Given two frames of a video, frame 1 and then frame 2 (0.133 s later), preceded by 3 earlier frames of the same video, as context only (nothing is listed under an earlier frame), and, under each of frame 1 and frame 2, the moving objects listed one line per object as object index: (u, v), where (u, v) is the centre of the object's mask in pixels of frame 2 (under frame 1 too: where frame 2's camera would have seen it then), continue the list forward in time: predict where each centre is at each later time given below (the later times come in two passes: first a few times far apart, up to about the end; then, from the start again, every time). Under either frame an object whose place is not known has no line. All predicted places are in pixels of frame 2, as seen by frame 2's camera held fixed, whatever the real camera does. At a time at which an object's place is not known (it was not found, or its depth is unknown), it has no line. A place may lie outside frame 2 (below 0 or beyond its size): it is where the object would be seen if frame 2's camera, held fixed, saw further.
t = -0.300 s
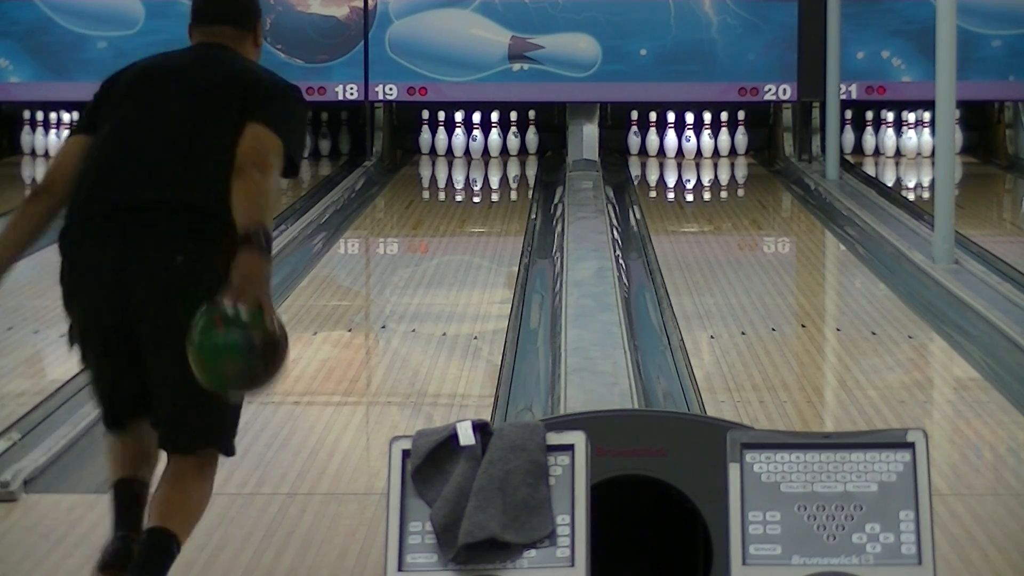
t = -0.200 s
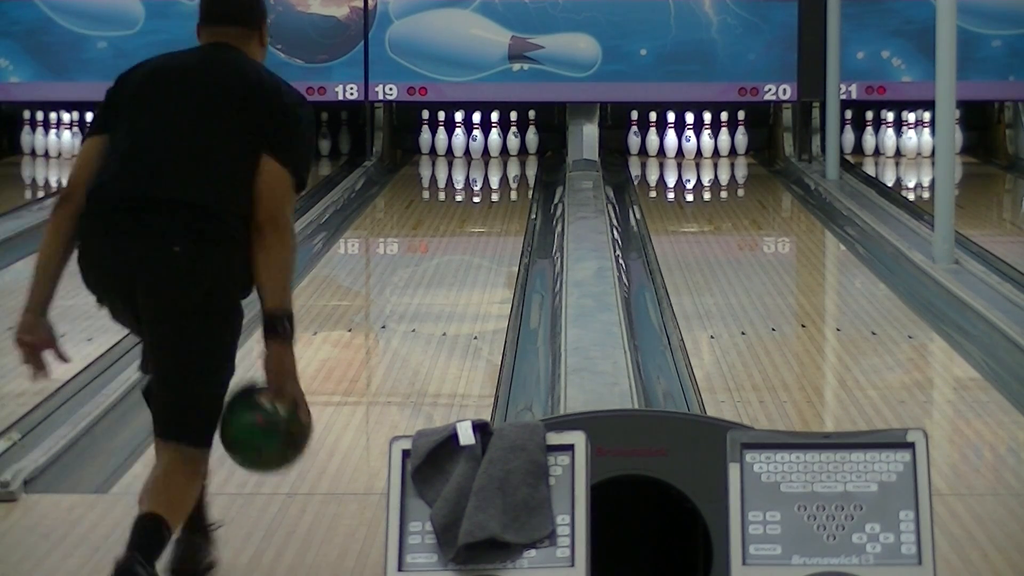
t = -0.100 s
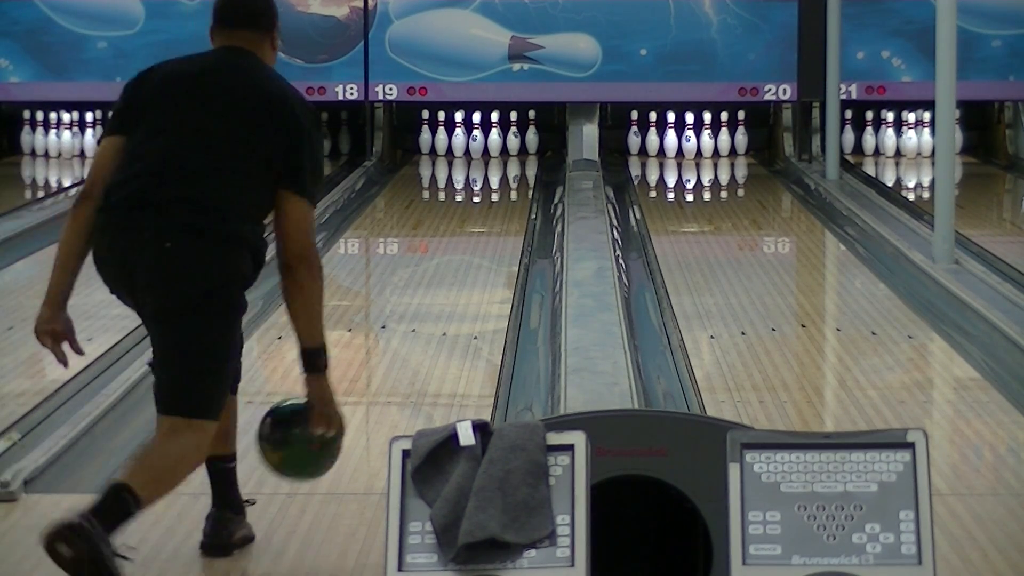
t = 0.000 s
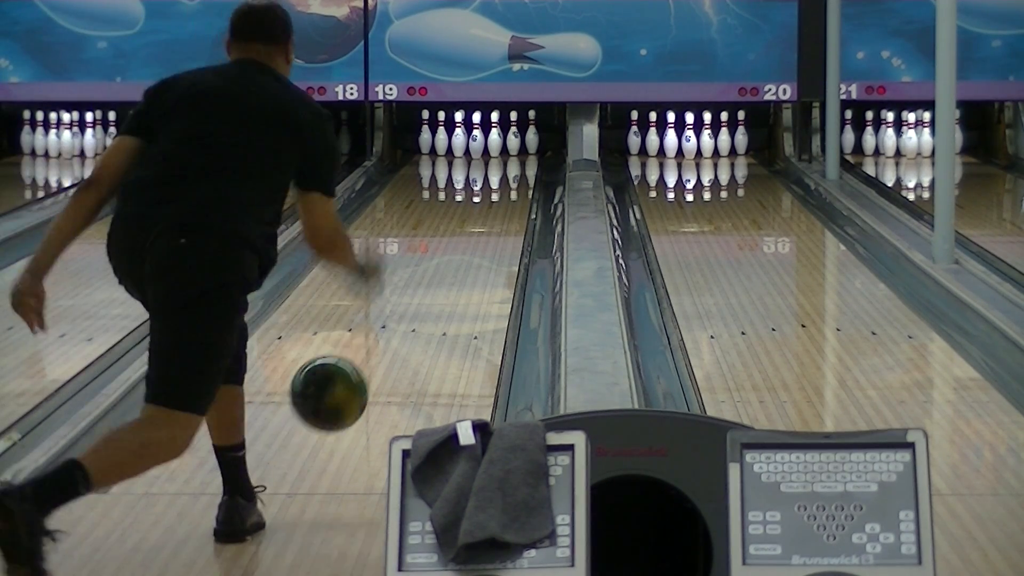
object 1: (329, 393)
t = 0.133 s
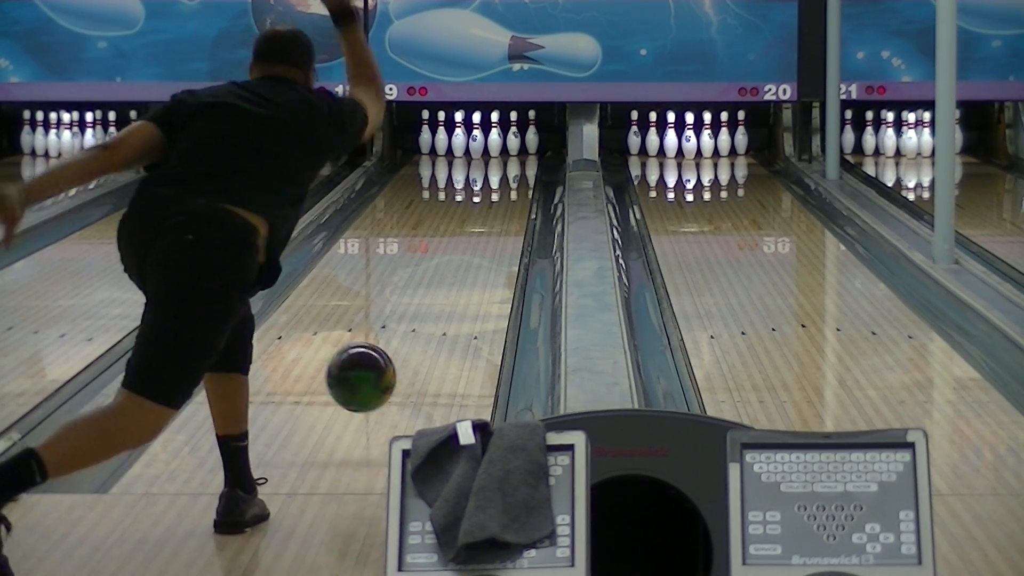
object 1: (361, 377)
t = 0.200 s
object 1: (375, 391)
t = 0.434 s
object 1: (413, 345)
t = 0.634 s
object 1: (437, 306)
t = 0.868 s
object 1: (458, 270)
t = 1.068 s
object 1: (472, 245)
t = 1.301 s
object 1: (485, 221)
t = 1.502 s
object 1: (493, 204)
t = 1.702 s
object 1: (499, 189)
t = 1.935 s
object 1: (502, 175)
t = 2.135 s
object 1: (500, 165)
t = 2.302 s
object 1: (497, 158)
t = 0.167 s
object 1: (368, 382)
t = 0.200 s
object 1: (375, 391)
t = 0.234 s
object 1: (381, 394)
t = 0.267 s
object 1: (387, 383)
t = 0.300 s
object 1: (393, 377)
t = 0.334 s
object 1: (398, 369)
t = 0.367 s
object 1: (403, 360)
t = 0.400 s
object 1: (408, 353)
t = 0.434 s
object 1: (413, 345)
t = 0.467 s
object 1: (417, 338)
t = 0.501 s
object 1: (422, 331)
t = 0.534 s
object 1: (426, 324)
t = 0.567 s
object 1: (430, 318)
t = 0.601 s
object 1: (433, 312)
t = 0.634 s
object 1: (437, 306)
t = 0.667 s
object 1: (441, 300)
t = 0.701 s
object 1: (444, 295)
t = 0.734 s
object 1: (447, 291)
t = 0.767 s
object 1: (450, 285)
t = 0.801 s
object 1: (453, 280)
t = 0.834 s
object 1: (456, 275)
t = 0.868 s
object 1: (458, 270)
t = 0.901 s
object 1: (461, 266)
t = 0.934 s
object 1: (464, 262)
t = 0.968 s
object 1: (466, 257)
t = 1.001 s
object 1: (468, 253)
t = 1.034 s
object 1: (470, 250)
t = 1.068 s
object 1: (472, 245)
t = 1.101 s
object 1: (474, 242)
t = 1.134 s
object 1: (476, 238)
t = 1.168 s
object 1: (478, 234)
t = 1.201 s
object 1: (480, 231)
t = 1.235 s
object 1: (482, 228)
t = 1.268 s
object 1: (483, 224)
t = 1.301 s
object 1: (485, 221)
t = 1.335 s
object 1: (486, 218)
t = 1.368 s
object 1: (488, 215)
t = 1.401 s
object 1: (489, 212)
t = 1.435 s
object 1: (490, 209)
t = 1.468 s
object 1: (492, 207)
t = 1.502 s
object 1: (493, 204)
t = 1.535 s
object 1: (494, 201)
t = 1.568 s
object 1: (496, 198)
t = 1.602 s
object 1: (496, 196)
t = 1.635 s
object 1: (497, 193)
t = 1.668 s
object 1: (498, 191)
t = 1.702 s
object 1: (499, 189)
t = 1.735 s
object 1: (499, 187)
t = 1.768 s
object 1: (500, 185)
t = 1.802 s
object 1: (501, 182)
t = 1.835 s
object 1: (502, 180)
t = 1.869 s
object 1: (502, 178)
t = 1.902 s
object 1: (502, 177)
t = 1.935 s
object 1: (502, 175)
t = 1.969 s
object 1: (502, 173)
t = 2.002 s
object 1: (502, 171)
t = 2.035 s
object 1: (501, 169)
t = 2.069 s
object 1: (501, 168)
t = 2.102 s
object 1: (501, 166)
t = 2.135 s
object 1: (500, 165)
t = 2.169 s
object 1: (499, 163)
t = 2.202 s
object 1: (499, 162)
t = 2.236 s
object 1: (499, 160)
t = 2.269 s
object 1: (497, 159)
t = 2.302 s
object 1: (497, 158)
